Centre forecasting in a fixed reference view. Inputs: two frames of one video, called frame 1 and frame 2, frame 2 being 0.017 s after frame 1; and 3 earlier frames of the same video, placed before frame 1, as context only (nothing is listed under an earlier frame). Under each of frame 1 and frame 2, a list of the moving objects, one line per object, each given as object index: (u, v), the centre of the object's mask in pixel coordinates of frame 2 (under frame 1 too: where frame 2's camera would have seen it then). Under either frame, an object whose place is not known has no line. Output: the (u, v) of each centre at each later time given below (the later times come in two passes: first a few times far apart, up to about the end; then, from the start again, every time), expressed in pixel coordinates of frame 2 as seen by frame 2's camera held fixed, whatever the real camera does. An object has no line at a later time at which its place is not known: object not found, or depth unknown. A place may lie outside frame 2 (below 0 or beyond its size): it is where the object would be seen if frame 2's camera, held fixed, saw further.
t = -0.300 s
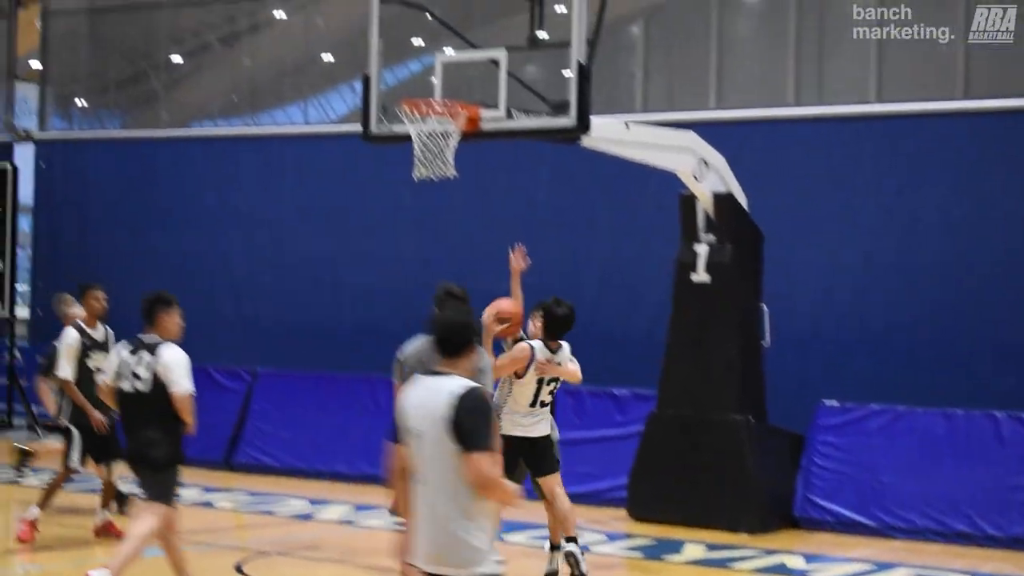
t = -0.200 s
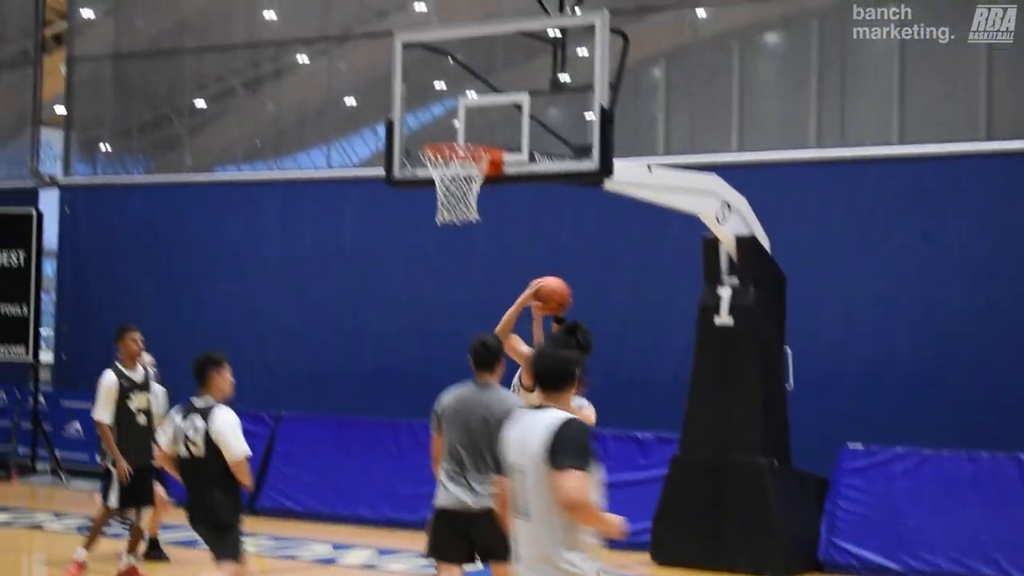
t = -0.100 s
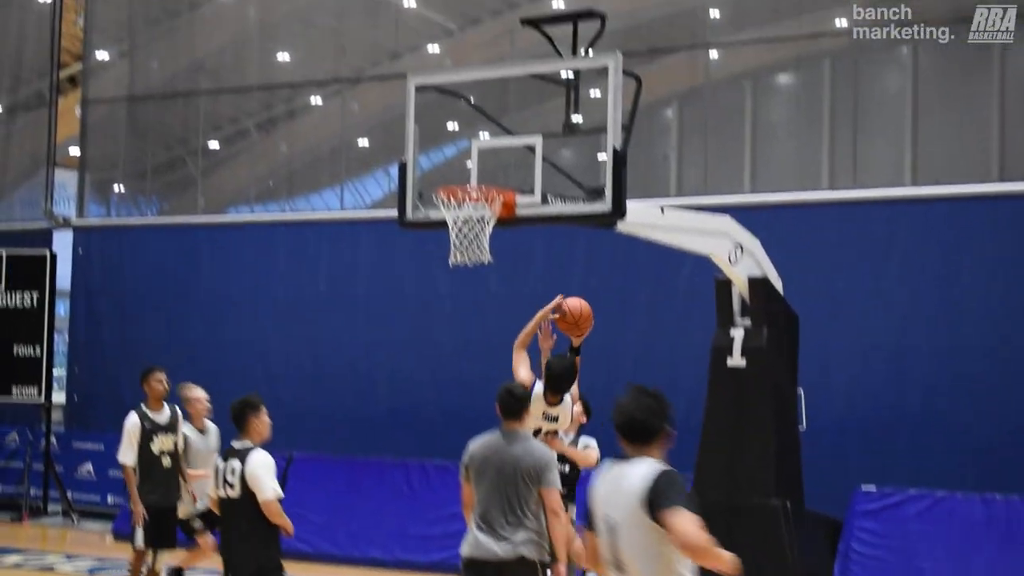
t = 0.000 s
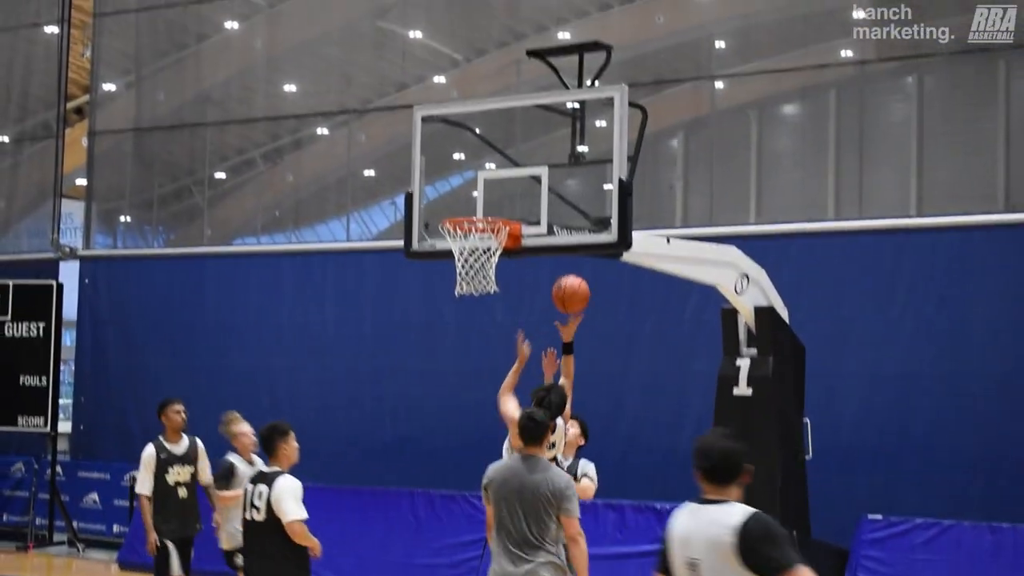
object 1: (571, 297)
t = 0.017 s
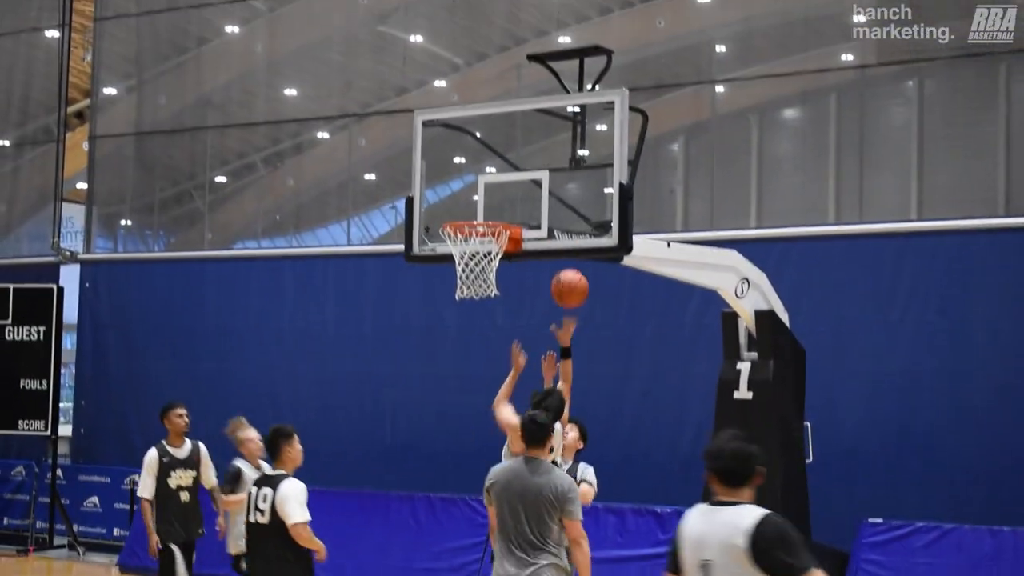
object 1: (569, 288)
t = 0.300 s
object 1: (541, 198)
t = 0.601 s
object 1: (522, 205)
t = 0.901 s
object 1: (530, 210)
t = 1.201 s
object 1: (545, 248)
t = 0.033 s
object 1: (568, 280)
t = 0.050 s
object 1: (566, 272)
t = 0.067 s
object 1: (564, 264)
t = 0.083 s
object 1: (562, 257)
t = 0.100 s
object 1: (561, 249)
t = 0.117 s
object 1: (559, 242)
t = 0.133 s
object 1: (557, 236)
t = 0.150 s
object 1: (555, 230)
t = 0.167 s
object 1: (554, 225)
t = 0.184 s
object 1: (552, 220)
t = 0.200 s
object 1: (551, 216)
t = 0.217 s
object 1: (549, 212)
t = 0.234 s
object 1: (547, 208)
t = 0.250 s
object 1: (546, 205)
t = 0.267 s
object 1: (544, 202)
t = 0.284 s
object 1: (542, 200)
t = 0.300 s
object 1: (541, 198)
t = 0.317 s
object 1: (538, 196)
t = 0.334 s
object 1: (537, 195)
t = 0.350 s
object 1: (535, 195)
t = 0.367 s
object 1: (534, 194)
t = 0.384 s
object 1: (532, 195)
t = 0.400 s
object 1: (530, 195)
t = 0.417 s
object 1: (528, 197)
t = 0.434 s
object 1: (527, 197)
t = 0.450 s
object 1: (525, 199)
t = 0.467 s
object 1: (523, 201)
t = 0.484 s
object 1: (522, 204)
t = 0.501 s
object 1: (520, 207)
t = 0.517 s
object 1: (518, 210)
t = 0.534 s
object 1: (518, 211)
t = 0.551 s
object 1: (519, 210)
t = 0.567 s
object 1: (520, 208)
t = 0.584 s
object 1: (521, 206)
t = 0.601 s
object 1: (522, 205)
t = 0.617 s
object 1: (523, 204)
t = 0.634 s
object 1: (524, 203)
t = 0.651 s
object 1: (525, 203)
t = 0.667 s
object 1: (526, 204)
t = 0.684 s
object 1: (527, 204)
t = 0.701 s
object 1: (528, 205)
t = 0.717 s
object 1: (528, 205)
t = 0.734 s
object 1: (527, 206)
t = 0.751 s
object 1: (526, 206)
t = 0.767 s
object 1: (525, 207)
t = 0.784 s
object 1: (525, 210)
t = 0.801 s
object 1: (524, 211)
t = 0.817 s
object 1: (523, 213)
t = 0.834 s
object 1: (523, 214)
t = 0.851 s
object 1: (525, 212)
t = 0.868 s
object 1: (526, 212)
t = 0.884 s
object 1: (528, 211)
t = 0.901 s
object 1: (530, 210)
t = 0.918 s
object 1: (532, 211)
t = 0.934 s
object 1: (533, 211)
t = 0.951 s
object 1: (535, 212)
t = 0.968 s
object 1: (536, 213)
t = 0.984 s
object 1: (538, 215)
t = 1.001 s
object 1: (540, 216)
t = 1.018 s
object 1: (541, 218)
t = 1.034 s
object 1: (543, 222)
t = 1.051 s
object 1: (545, 224)
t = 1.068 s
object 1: (547, 228)
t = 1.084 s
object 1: (548, 232)
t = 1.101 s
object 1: (550, 237)
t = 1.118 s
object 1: (551, 241)
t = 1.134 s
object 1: (550, 242)
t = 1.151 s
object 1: (549, 243)
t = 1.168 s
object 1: (548, 244)
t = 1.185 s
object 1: (546, 246)
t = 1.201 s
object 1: (545, 248)
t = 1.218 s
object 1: (545, 251)
